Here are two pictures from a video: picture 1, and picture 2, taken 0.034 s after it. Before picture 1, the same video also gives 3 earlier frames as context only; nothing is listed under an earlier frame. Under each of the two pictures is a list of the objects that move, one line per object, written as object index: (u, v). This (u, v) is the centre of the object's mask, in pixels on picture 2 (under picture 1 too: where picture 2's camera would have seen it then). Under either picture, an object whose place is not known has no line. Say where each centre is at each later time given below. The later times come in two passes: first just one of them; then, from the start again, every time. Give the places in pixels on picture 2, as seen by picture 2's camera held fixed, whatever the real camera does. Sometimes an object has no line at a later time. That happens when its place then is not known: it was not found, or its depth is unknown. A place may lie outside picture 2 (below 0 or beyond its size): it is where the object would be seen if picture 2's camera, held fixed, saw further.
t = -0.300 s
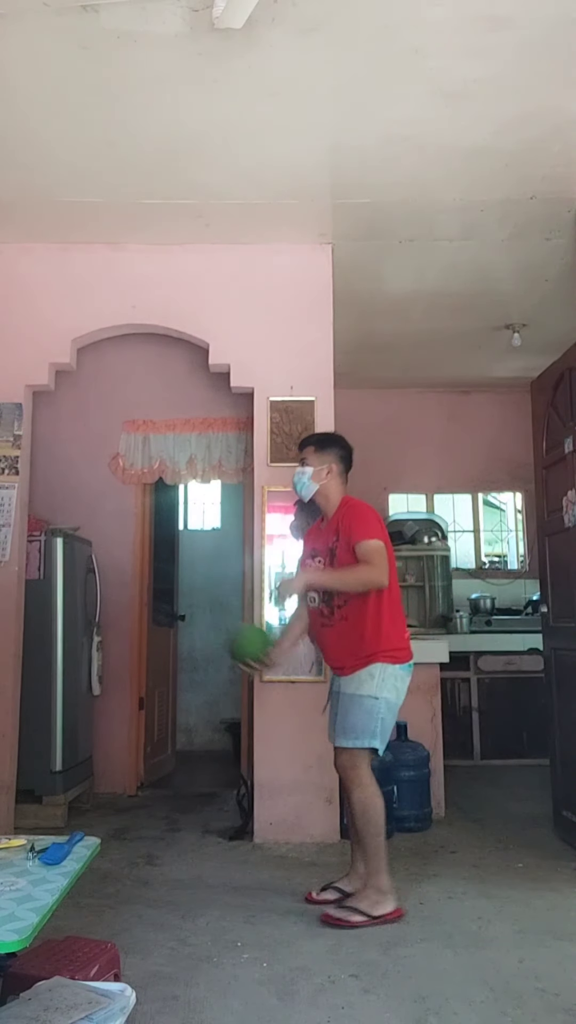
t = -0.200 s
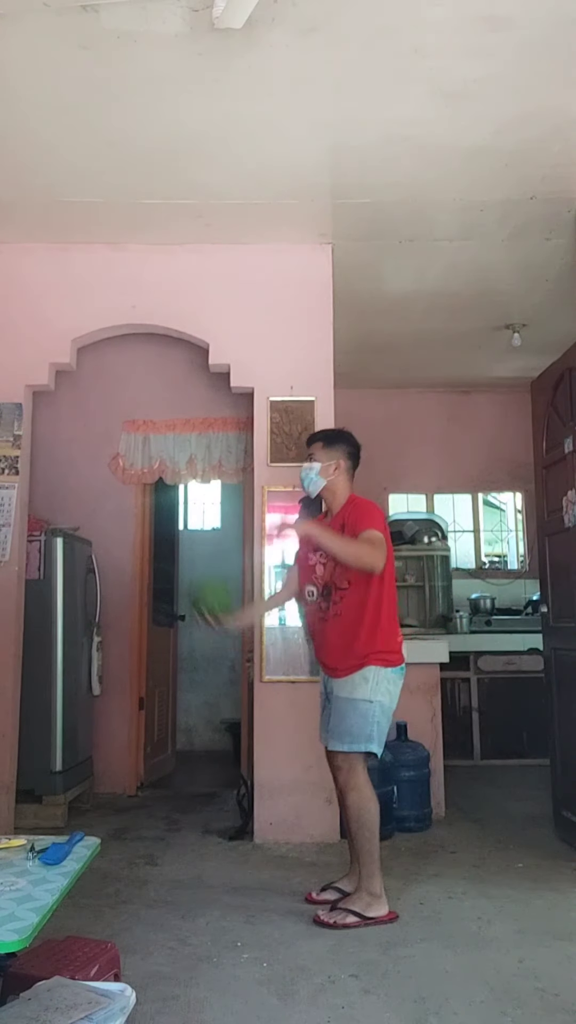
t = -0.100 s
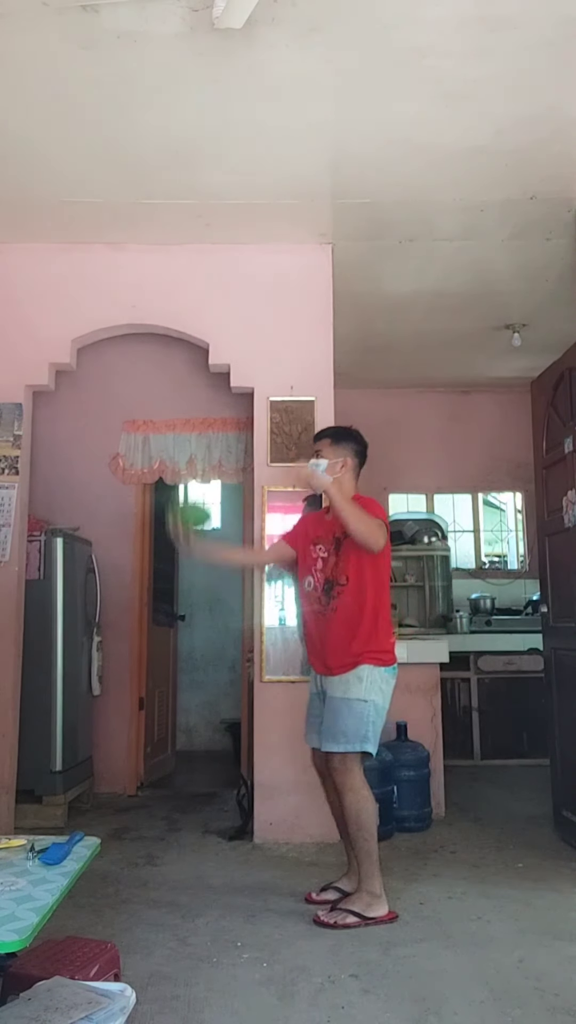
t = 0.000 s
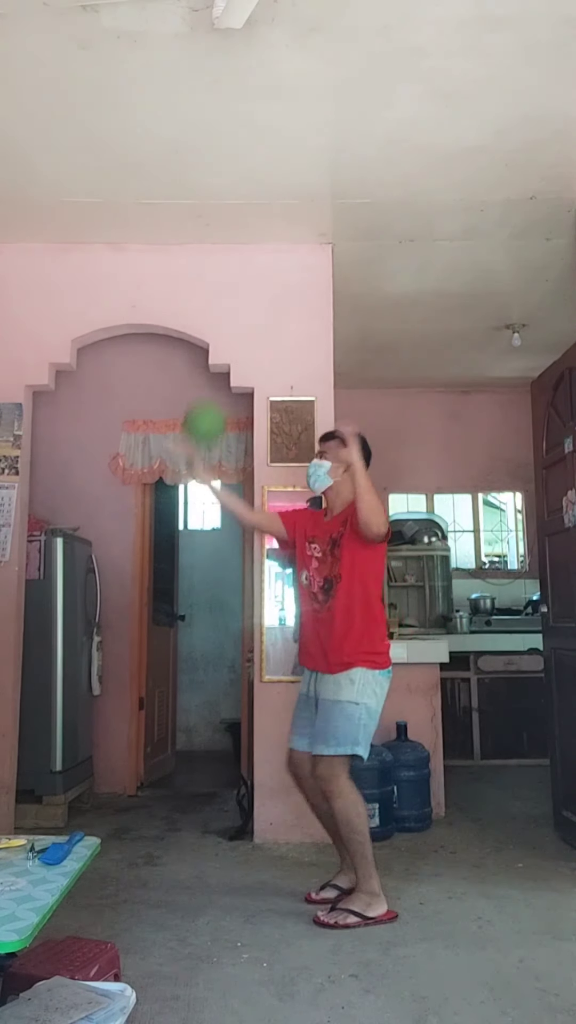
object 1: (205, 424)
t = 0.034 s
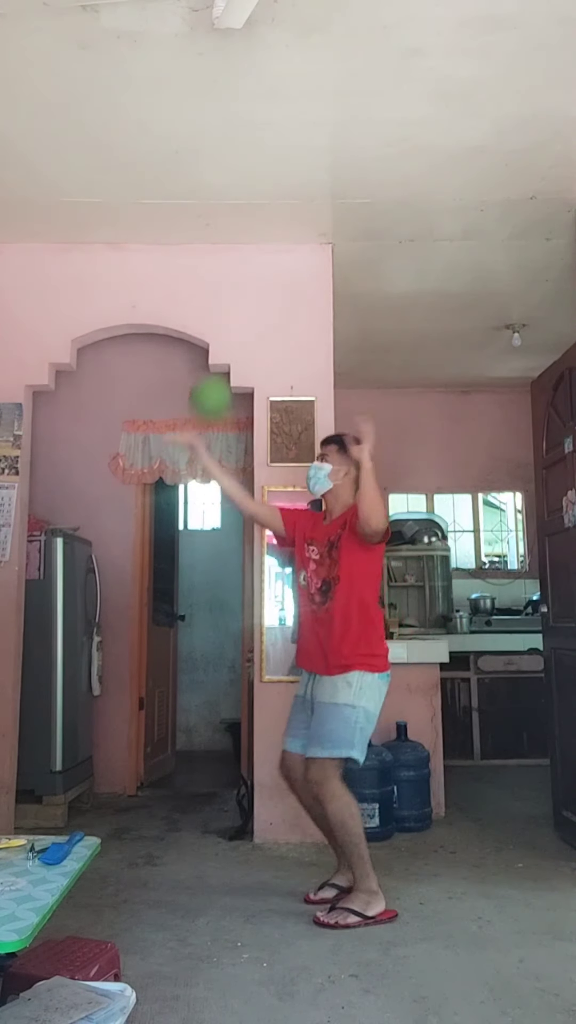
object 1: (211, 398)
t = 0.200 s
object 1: (240, 318)
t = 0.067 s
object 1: (217, 378)
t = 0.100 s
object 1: (222, 358)
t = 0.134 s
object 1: (228, 341)
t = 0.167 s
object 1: (234, 328)
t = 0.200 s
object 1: (240, 318)
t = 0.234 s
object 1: (246, 311)
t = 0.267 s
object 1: (252, 306)
